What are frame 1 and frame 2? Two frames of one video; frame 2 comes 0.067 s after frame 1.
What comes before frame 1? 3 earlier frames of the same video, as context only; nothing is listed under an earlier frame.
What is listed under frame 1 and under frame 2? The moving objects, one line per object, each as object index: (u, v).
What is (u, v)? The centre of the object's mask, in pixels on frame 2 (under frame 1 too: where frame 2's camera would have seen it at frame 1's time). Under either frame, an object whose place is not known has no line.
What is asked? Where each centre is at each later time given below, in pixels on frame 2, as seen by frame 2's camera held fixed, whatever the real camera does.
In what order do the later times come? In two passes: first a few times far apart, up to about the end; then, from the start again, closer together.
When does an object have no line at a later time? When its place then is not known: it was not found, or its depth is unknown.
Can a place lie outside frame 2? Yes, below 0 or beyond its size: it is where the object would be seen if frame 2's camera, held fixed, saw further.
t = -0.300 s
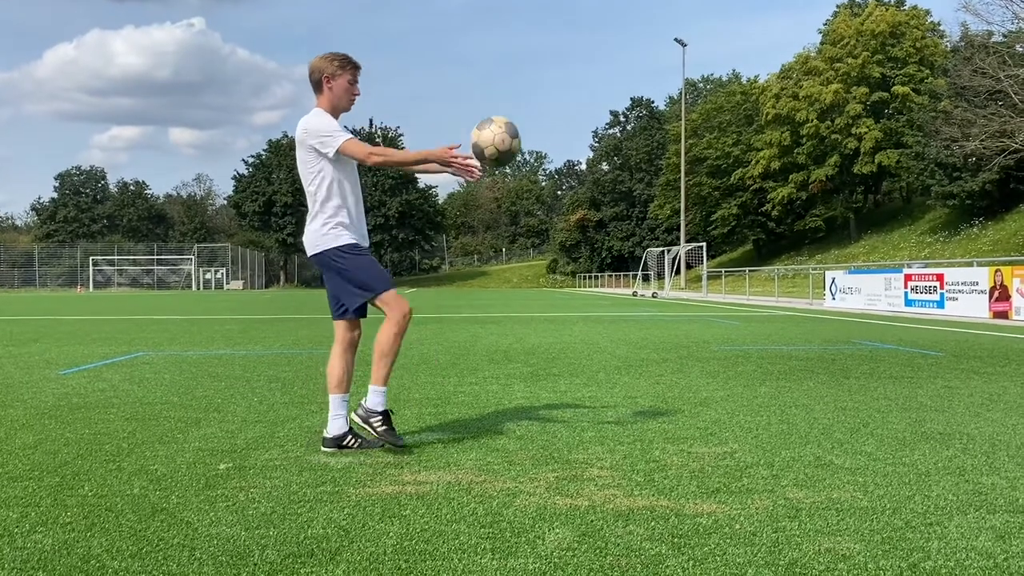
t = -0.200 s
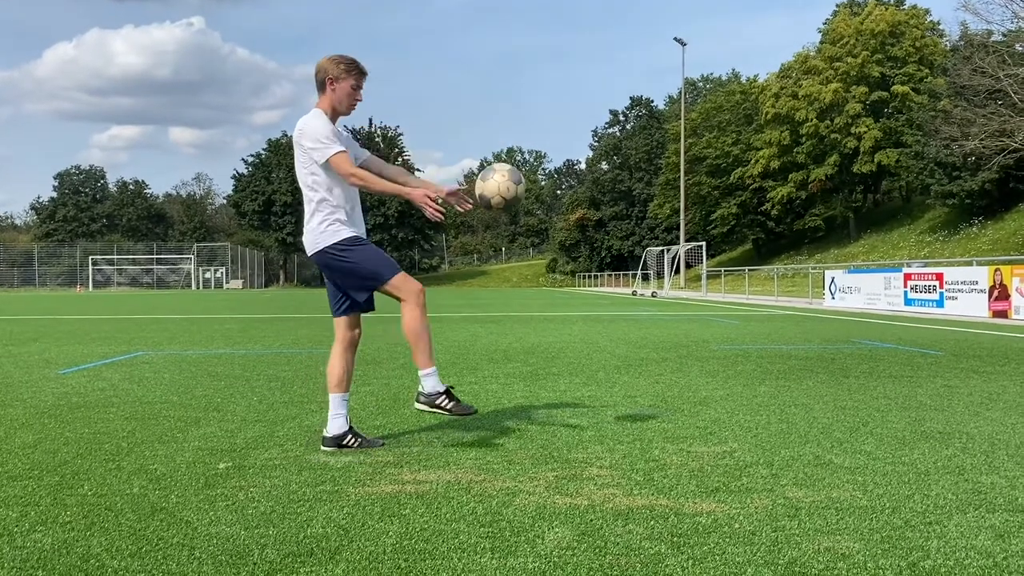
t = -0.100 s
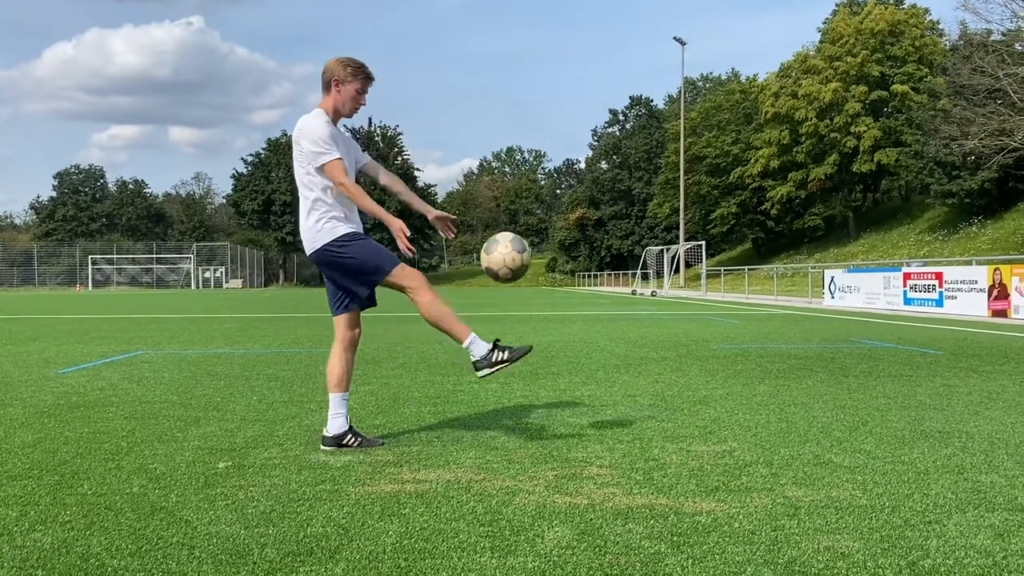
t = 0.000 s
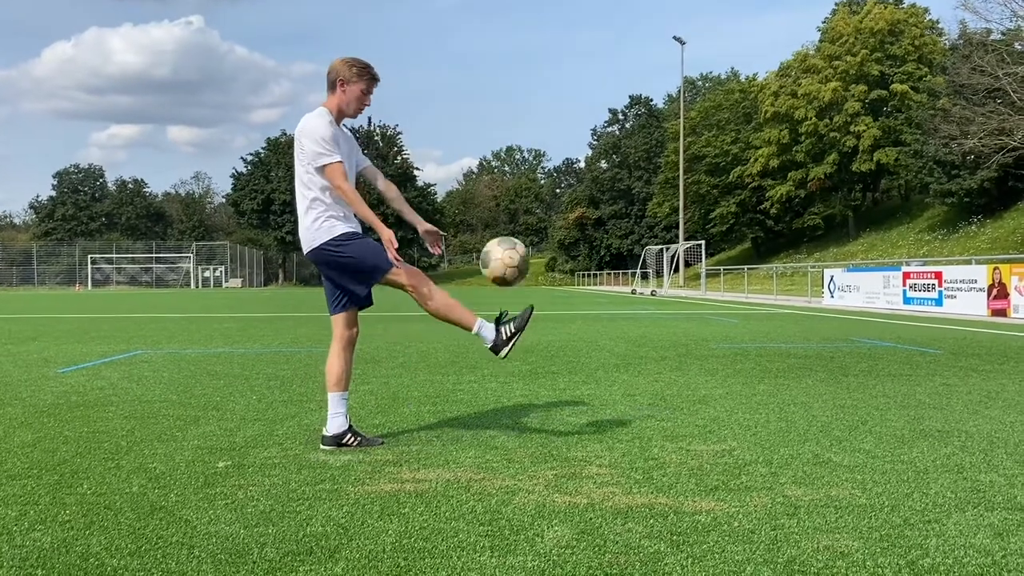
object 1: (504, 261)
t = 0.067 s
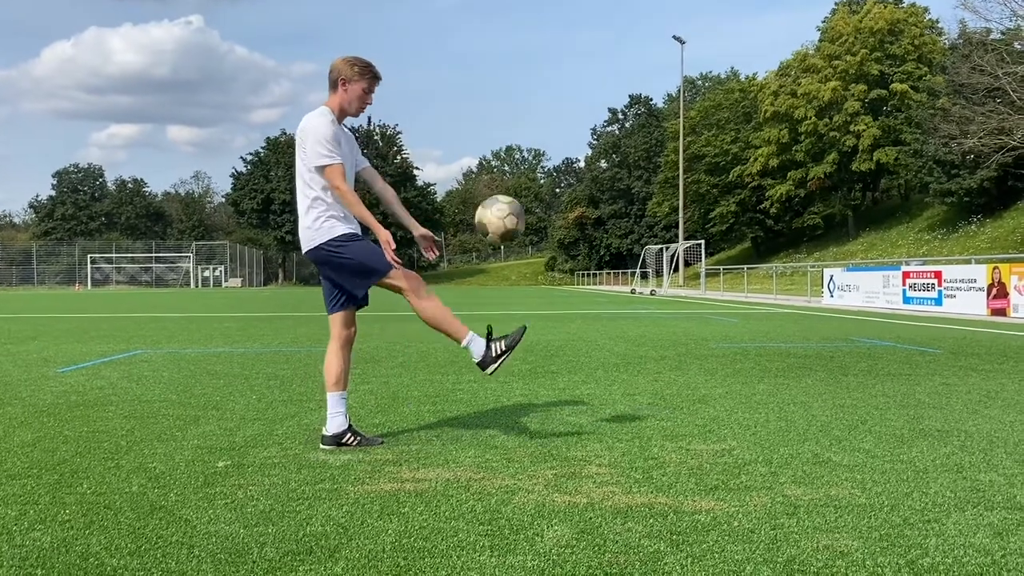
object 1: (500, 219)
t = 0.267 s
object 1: (491, 153)
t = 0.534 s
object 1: (476, 196)
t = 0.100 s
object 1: (498, 203)
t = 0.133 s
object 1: (497, 189)
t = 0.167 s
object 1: (496, 177)
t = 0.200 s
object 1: (495, 166)
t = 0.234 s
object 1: (492, 158)
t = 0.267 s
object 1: (491, 153)
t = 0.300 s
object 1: (489, 151)
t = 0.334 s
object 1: (488, 150)
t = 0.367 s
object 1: (486, 151)
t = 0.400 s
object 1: (484, 156)
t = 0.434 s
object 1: (482, 162)
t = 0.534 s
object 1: (476, 196)
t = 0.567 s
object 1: (475, 214)
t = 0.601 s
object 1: (473, 233)
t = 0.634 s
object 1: (472, 255)
